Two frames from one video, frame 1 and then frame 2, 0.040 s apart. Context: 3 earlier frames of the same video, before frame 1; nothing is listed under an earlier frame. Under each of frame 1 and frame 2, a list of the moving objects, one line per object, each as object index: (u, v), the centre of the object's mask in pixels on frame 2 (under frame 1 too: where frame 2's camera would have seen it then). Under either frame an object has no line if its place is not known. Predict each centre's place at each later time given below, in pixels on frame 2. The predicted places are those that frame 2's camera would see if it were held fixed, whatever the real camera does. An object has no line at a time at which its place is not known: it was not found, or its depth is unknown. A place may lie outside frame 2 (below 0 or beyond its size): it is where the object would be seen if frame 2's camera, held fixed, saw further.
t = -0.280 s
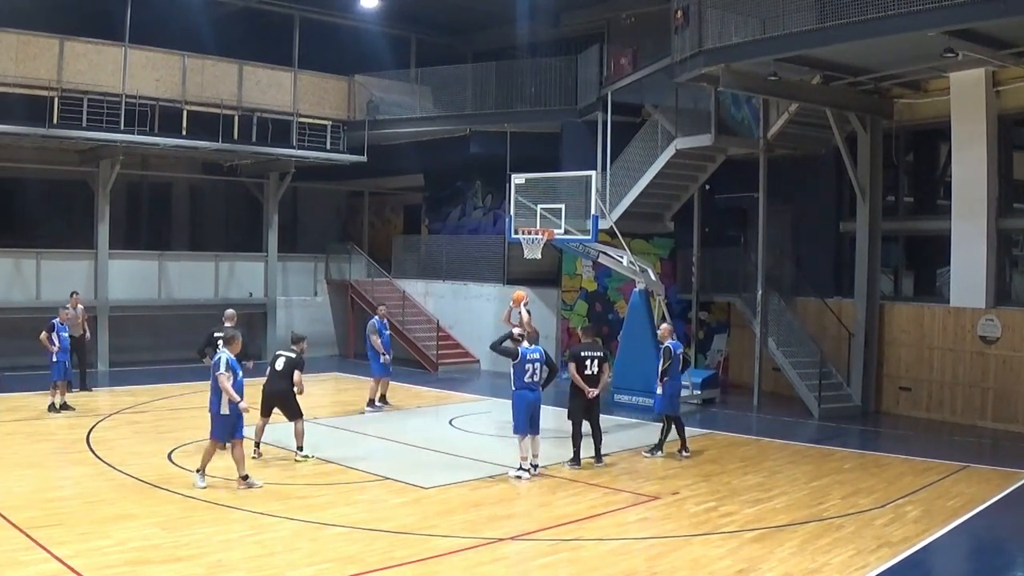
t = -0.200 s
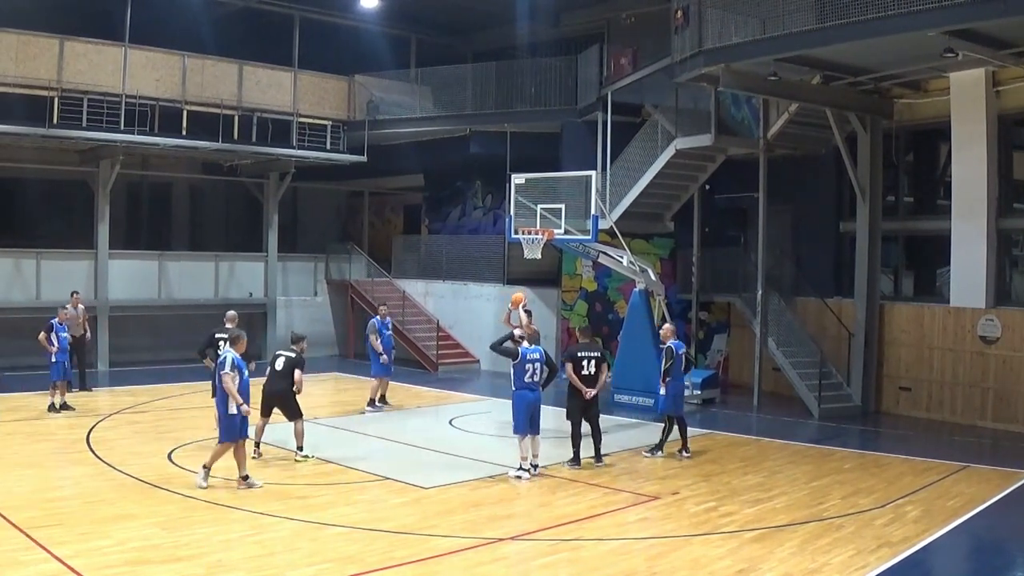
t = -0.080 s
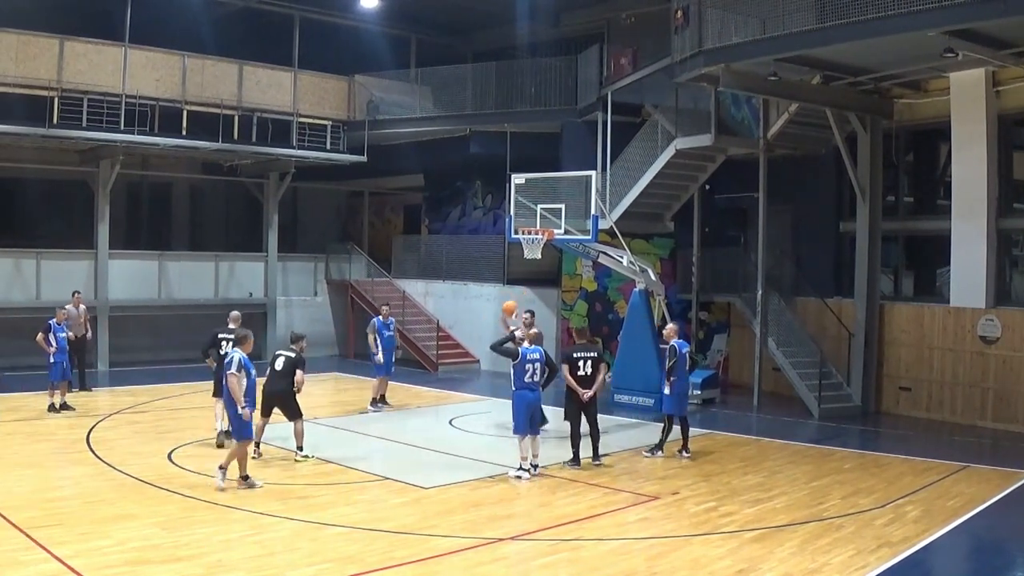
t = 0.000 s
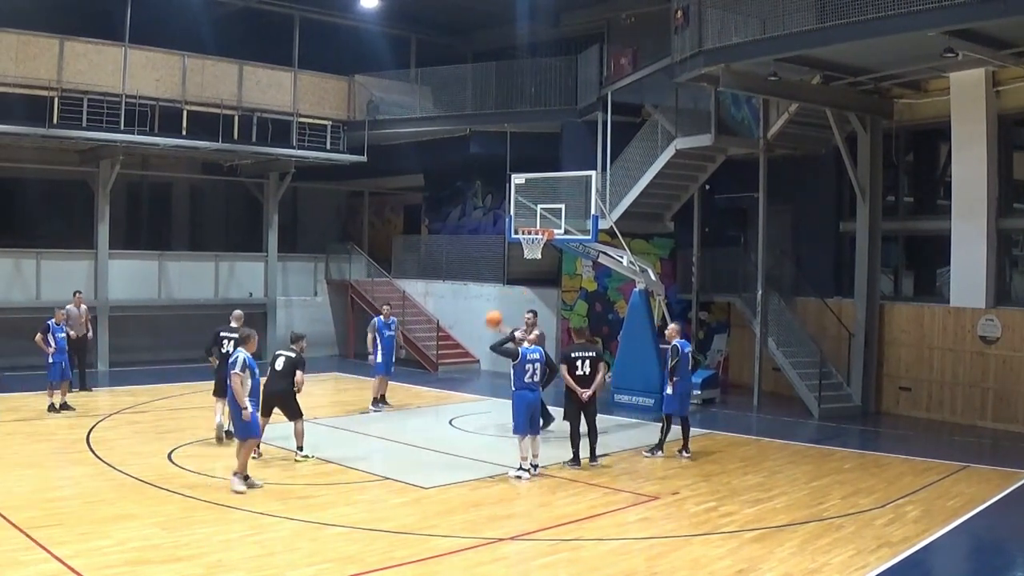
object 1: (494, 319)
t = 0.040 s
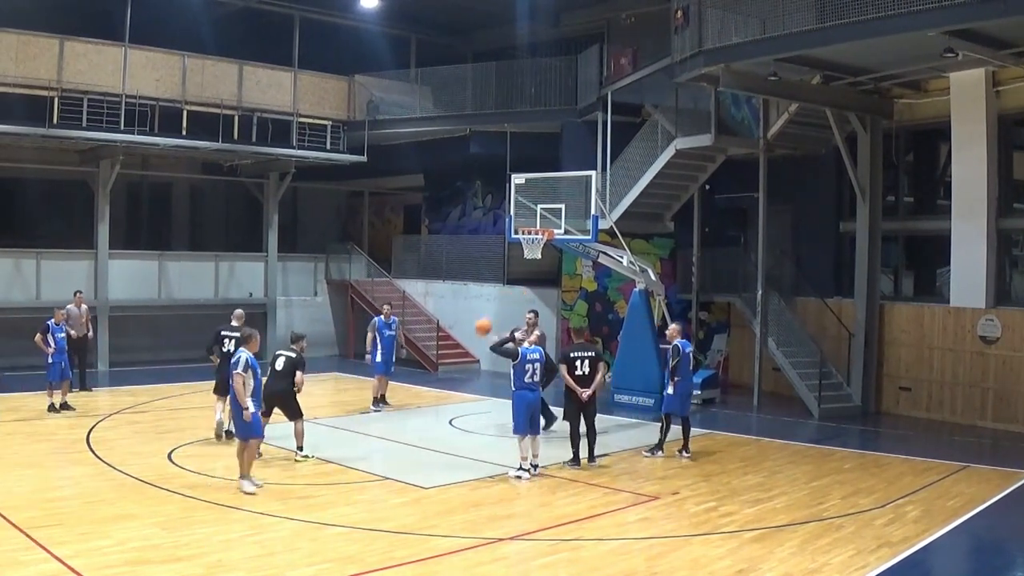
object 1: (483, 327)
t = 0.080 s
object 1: (473, 336)
